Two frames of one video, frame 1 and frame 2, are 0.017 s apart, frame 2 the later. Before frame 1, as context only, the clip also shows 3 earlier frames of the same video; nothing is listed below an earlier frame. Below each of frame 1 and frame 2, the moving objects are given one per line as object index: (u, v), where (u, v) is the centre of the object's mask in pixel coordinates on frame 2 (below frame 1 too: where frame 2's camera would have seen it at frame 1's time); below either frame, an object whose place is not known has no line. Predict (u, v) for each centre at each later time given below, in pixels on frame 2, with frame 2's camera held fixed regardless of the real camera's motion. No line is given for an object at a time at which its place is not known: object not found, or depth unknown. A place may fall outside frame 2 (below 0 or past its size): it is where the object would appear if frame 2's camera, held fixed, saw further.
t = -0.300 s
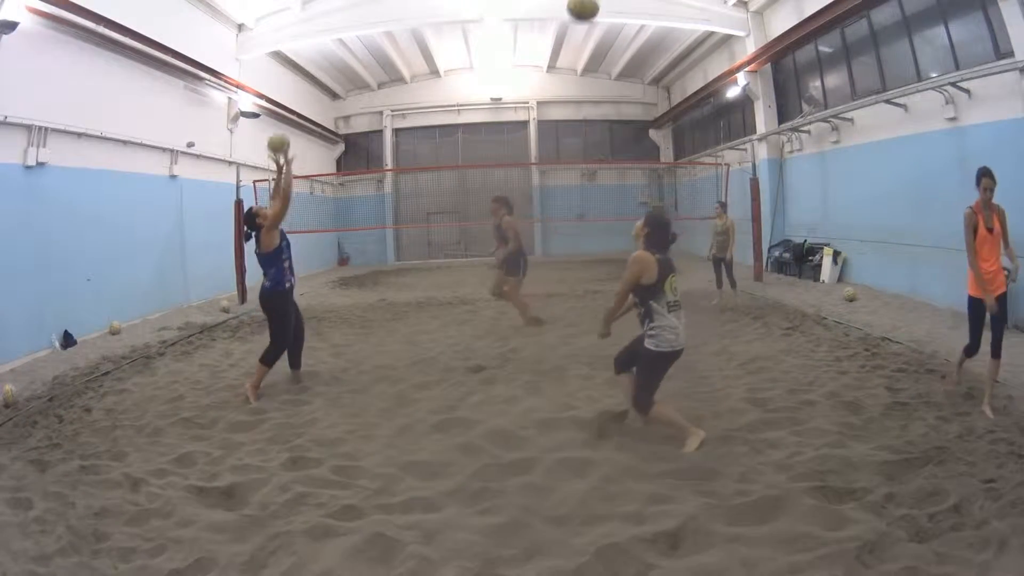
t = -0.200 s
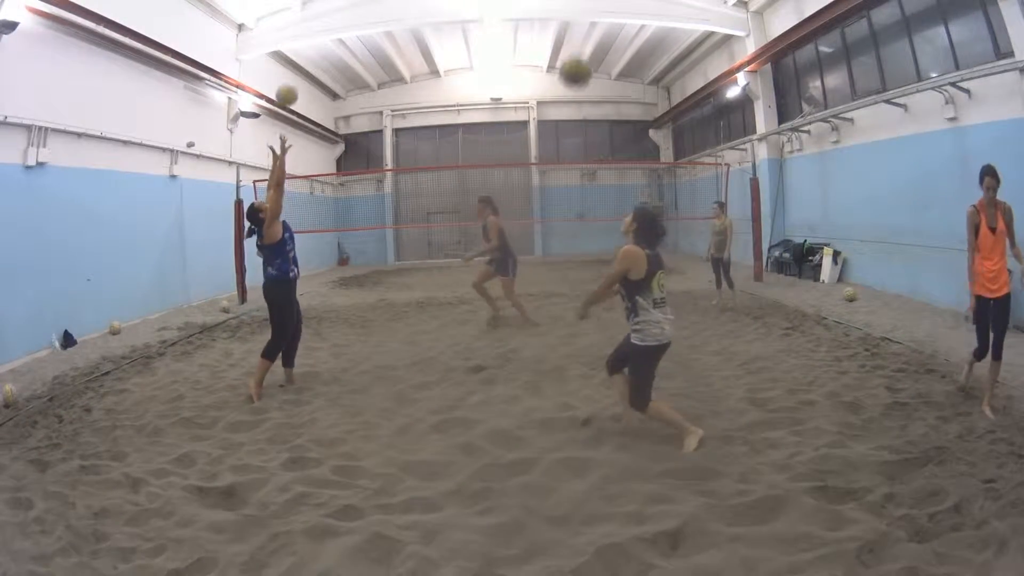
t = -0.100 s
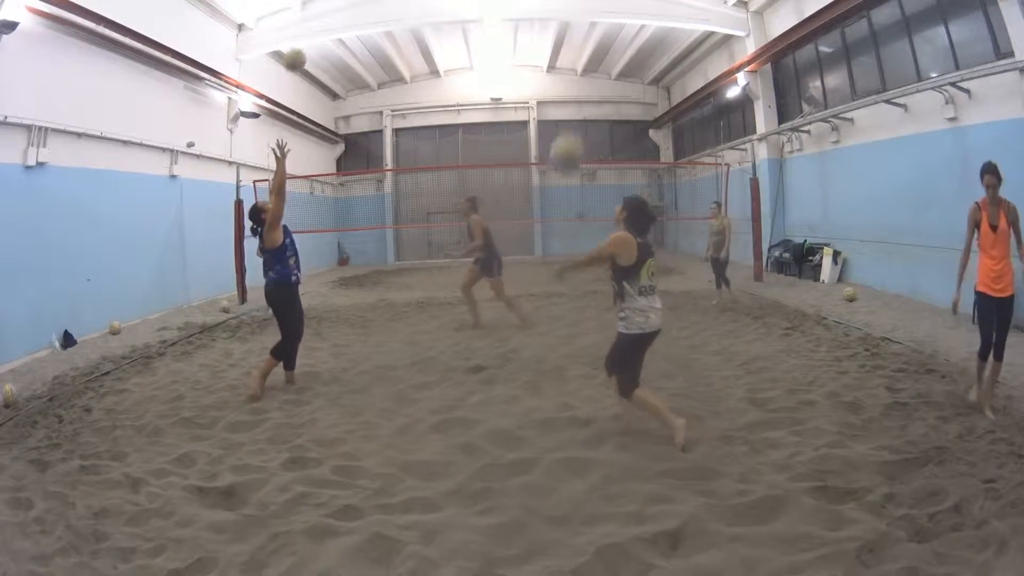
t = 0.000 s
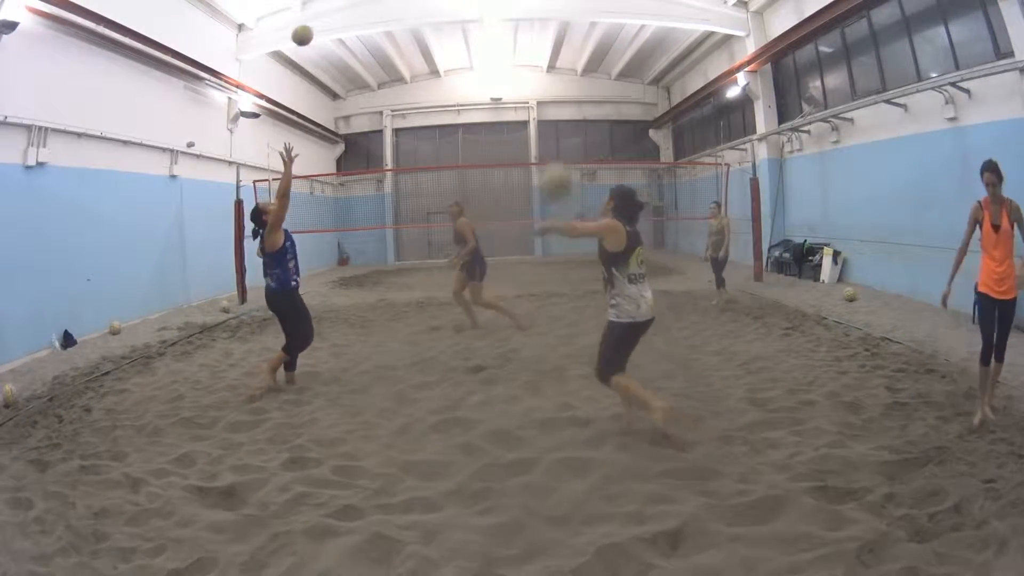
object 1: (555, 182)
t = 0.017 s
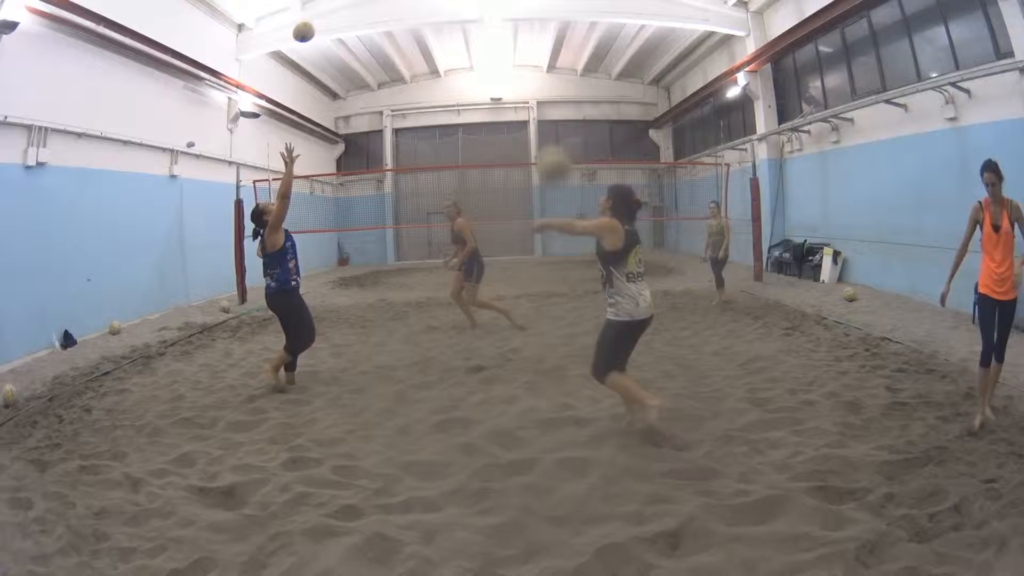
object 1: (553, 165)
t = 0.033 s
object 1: (551, 150)
